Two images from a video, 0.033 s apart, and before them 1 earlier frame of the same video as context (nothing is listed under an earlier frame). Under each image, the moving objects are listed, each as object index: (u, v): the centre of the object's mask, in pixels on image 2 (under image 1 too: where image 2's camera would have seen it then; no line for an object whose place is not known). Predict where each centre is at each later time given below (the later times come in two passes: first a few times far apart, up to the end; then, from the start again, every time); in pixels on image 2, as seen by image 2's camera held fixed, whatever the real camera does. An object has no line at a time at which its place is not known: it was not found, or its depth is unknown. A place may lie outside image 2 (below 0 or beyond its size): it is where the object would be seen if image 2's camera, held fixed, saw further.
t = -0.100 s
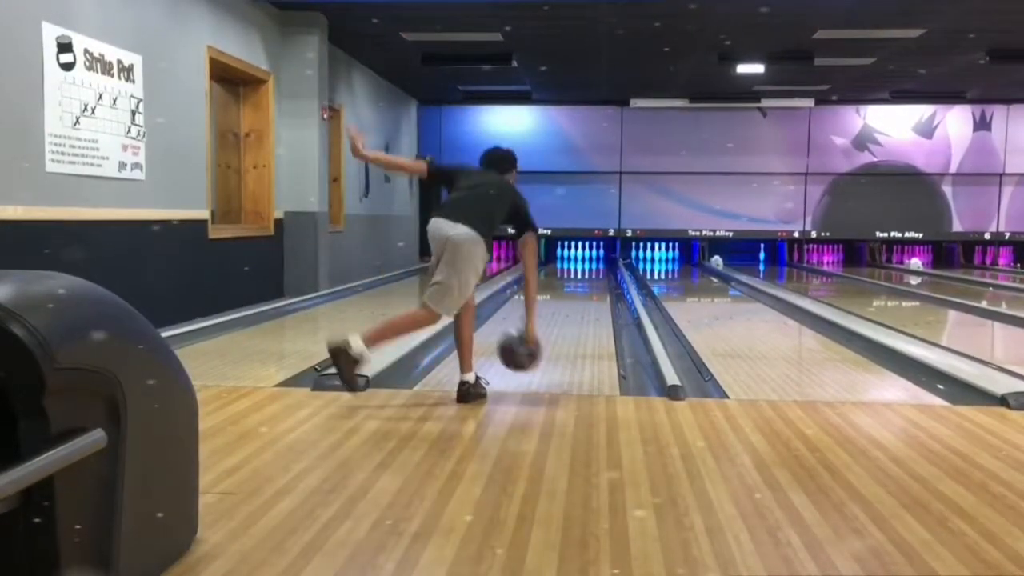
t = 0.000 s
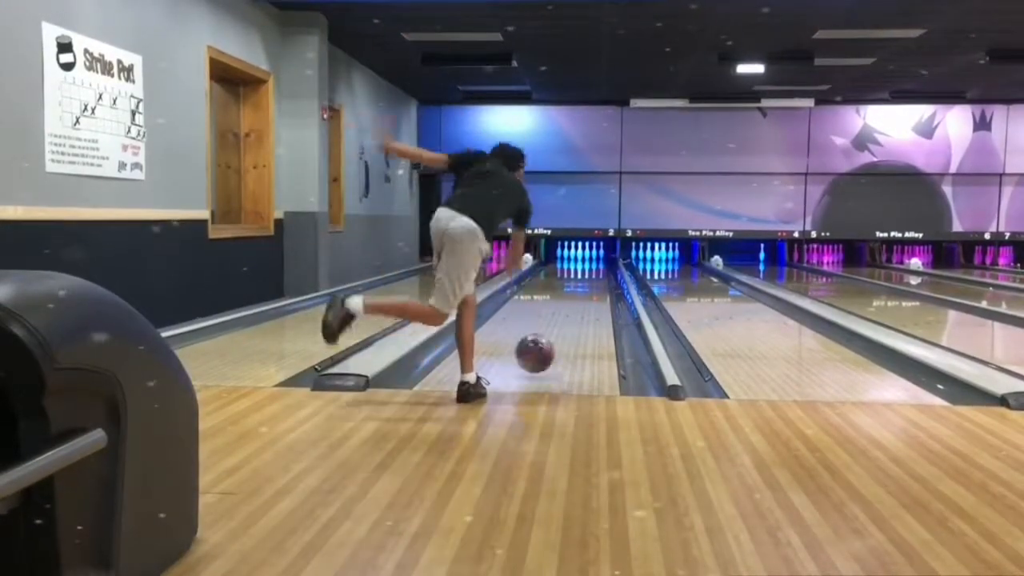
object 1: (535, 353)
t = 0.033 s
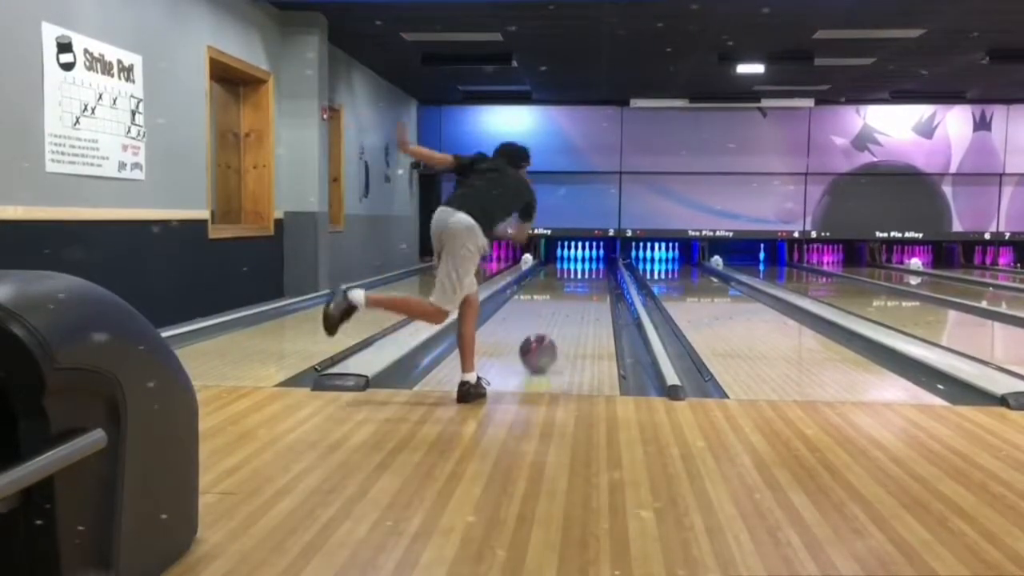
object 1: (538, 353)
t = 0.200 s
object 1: (551, 335)
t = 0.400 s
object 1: (561, 318)
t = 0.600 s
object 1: (569, 306)
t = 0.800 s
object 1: (575, 295)
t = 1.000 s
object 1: (578, 288)
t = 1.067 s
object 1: (581, 286)
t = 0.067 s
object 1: (540, 347)
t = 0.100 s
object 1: (543, 344)
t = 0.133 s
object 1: (546, 341)
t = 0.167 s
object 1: (548, 338)
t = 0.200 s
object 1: (551, 335)
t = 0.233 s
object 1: (552, 331)
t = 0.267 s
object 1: (554, 328)
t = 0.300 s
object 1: (557, 325)
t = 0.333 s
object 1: (558, 322)
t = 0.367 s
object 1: (560, 321)
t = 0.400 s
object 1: (561, 318)
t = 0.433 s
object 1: (563, 315)
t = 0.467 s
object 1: (564, 314)
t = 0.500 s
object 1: (565, 311)
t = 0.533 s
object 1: (567, 309)
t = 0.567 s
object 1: (568, 307)
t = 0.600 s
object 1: (569, 306)
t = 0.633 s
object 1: (570, 304)
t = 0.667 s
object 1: (570, 303)
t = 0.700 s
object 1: (572, 301)
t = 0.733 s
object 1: (573, 298)
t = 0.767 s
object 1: (574, 297)
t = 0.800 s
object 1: (575, 295)
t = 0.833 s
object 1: (573, 294)
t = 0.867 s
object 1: (578, 293)
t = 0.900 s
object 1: (579, 292)
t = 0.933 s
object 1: (579, 290)
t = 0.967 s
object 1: (578, 289)
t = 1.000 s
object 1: (578, 288)
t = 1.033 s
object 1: (581, 288)
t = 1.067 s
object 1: (581, 286)
